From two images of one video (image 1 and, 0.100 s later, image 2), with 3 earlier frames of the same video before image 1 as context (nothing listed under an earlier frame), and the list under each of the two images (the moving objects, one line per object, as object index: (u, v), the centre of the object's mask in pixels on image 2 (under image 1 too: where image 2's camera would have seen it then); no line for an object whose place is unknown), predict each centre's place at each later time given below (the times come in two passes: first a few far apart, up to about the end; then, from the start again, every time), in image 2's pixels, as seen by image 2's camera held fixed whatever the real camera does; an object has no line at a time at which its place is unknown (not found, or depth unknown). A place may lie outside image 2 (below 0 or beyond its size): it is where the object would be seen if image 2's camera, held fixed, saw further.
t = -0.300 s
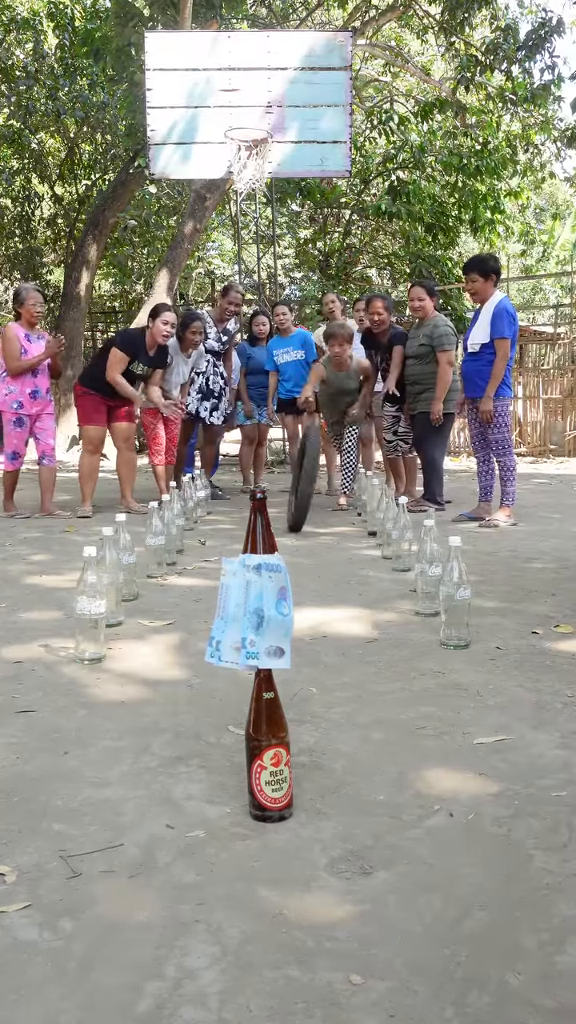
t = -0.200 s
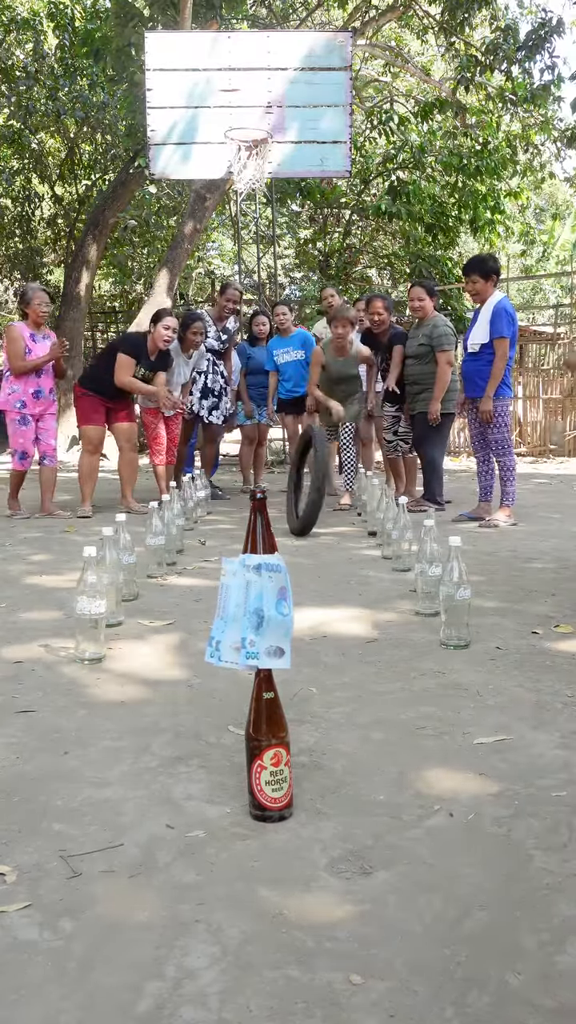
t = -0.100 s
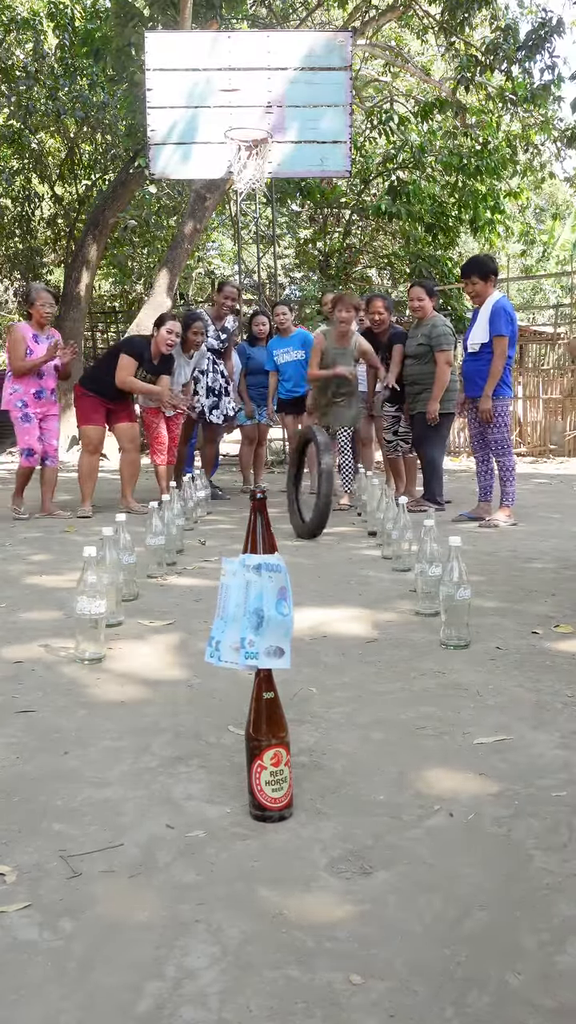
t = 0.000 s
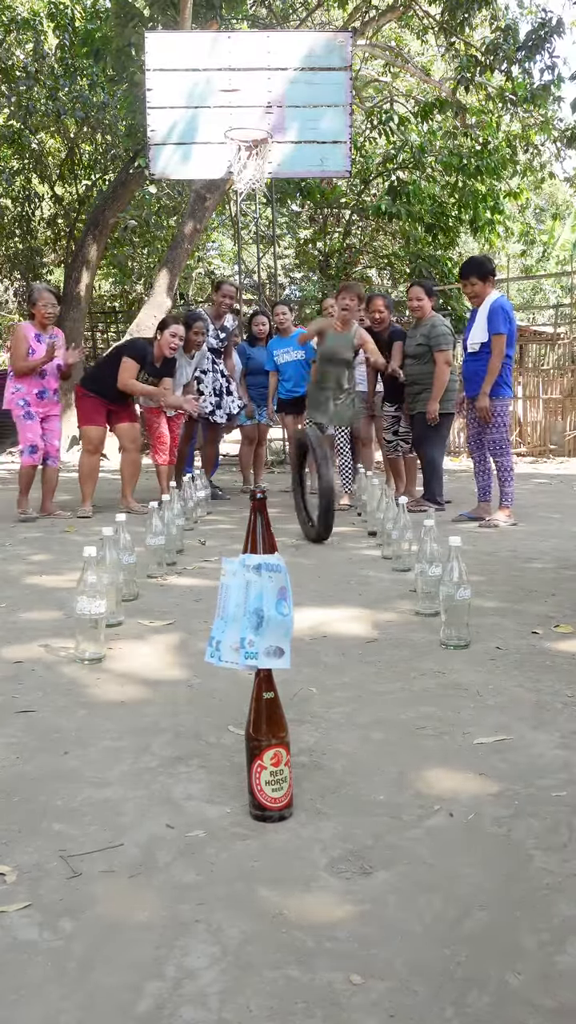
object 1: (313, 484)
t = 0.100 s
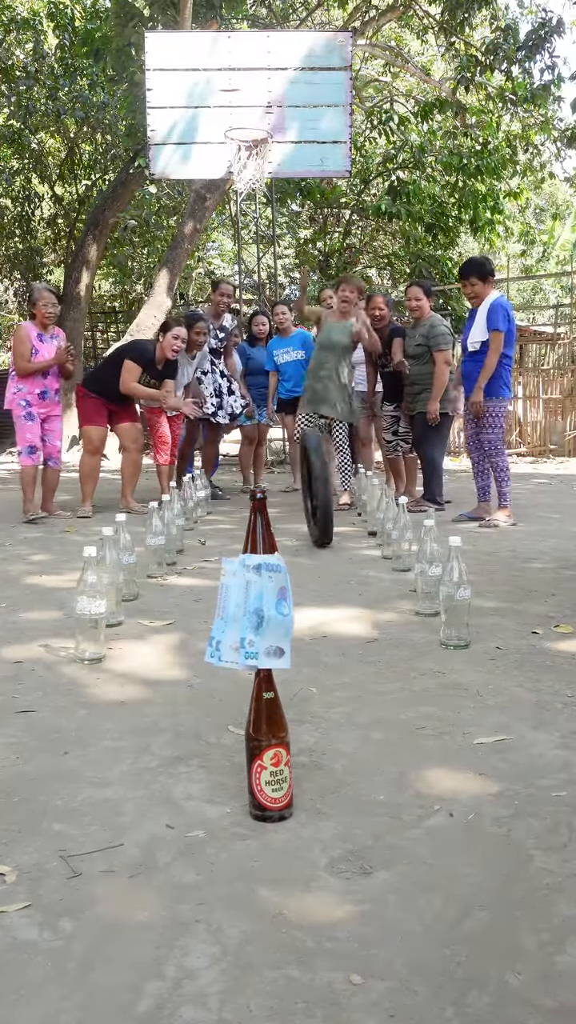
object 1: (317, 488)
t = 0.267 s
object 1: (325, 491)
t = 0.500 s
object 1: (337, 516)
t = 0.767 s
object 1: (368, 526)
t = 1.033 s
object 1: (385, 523)
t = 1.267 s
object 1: (410, 531)
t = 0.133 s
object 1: (318, 488)
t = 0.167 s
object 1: (320, 488)
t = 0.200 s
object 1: (321, 487)
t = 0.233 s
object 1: (323, 490)
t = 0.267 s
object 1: (325, 491)
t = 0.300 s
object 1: (327, 492)
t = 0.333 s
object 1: (329, 494)
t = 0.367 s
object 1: (331, 493)
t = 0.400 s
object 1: (333, 495)
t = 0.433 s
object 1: (333, 510)
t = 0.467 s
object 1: (337, 497)
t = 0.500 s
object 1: (337, 516)
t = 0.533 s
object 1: (342, 519)
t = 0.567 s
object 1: (346, 522)
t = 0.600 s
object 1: (352, 521)
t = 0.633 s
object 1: (356, 524)
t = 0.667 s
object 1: (360, 527)
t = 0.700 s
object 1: (363, 526)
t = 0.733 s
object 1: (366, 525)
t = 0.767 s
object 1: (368, 526)
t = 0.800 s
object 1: (370, 527)
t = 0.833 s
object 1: (371, 527)
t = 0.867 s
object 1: (372, 529)
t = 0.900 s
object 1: (373, 530)
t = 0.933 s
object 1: (375, 529)
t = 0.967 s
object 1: (378, 531)
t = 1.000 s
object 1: (382, 523)
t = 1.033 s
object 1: (385, 523)
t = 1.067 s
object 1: (388, 525)
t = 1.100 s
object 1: (392, 524)
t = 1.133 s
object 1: (395, 539)
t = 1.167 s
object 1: (399, 524)
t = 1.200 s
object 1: (403, 529)
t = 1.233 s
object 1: (407, 530)
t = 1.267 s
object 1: (410, 531)
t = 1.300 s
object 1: (413, 532)
